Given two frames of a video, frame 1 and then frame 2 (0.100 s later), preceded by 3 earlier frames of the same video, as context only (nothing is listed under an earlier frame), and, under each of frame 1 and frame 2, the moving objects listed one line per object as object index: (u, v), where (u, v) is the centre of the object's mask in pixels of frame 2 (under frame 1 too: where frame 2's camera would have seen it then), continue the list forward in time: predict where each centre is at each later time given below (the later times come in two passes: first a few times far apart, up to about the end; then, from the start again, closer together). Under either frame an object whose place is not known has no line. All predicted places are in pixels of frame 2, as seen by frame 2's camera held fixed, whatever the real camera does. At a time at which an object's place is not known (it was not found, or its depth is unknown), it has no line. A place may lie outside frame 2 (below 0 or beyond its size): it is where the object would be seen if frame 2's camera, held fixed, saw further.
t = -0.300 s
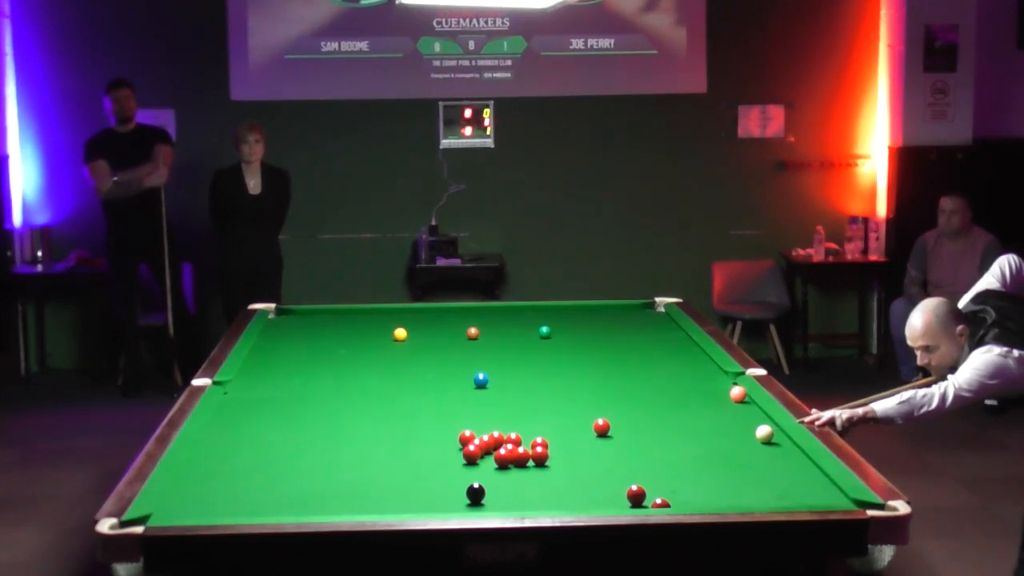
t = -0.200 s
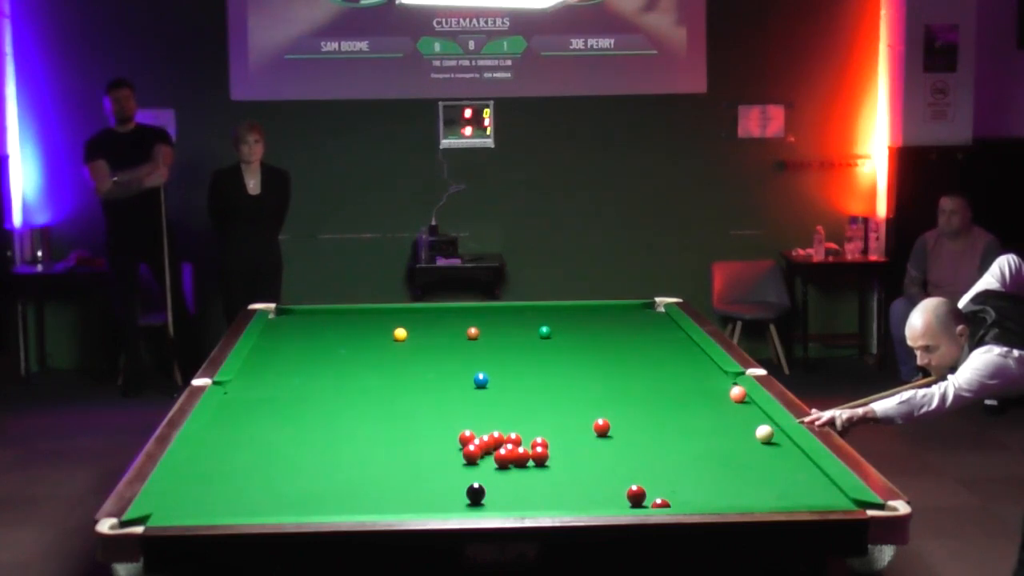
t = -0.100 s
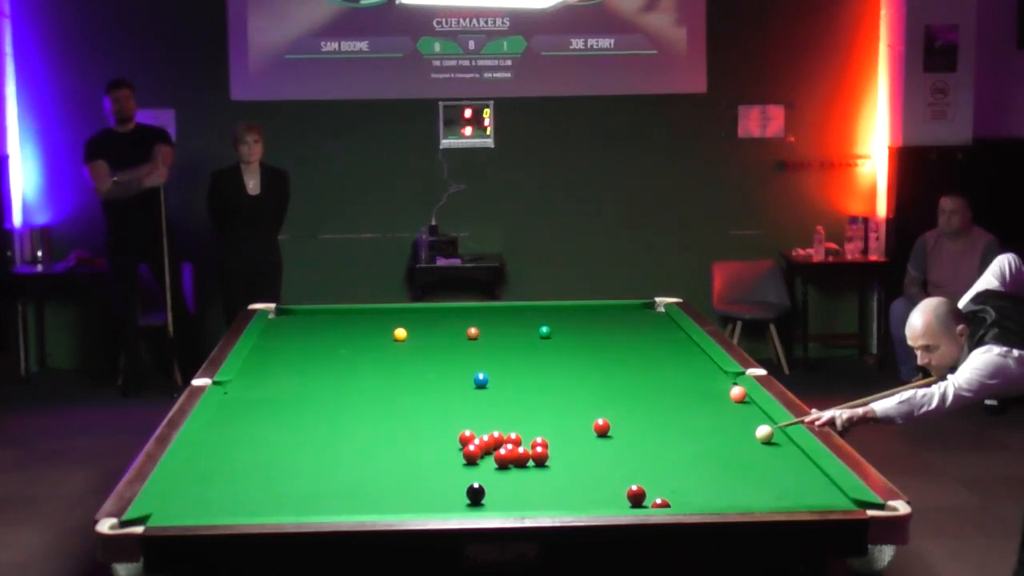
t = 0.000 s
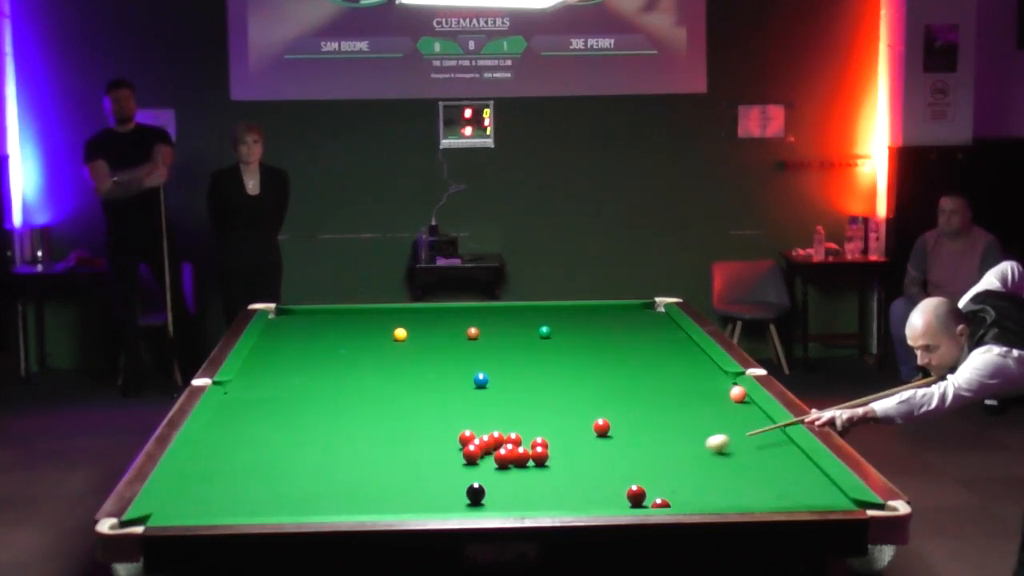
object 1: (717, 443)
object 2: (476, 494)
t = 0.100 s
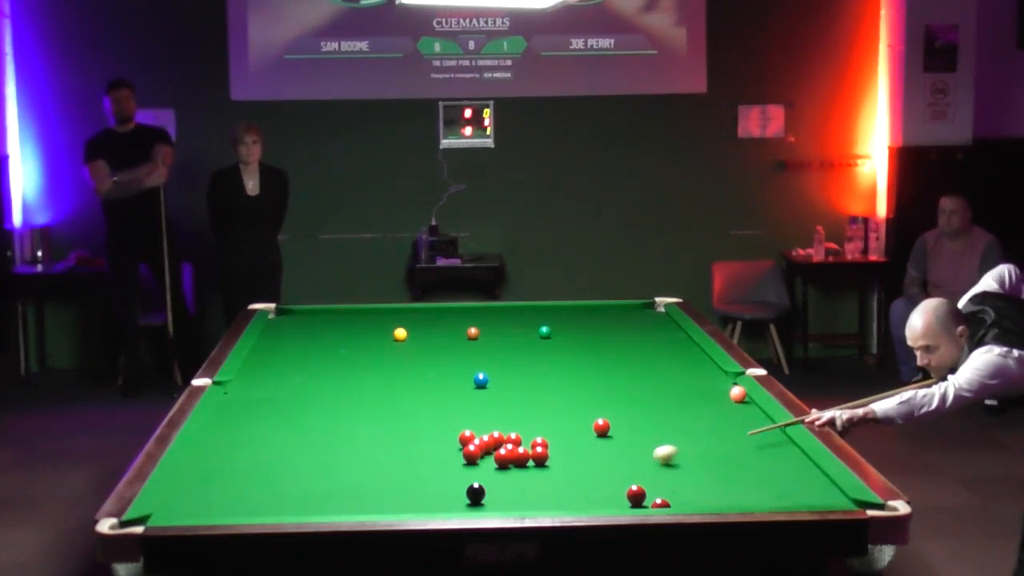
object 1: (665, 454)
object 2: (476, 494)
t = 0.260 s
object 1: (575, 474)
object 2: (476, 494)
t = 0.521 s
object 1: (497, 500)
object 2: (393, 501)
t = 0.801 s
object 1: (473, 503)
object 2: (245, 510)
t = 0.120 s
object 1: (654, 456)
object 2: (476, 494)
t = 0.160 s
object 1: (632, 461)
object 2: (476, 493)
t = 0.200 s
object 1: (610, 466)
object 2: (475, 493)
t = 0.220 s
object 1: (599, 468)
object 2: (476, 494)
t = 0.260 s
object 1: (575, 474)
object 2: (476, 494)
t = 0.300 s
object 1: (552, 479)
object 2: (476, 493)
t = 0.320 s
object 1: (539, 481)
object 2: (475, 493)
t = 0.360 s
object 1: (516, 487)
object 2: (476, 493)
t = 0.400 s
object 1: (495, 492)
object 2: (470, 493)
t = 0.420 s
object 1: (496, 493)
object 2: (456, 494)
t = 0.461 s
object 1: (497, 496)
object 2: (431, 497)
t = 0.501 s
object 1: (497, 499)
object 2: (406, 499)
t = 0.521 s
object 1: (497, 500)
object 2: (393, 501)
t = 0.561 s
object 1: (495, 502)
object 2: (370, 502)
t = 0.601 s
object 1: (492, 504)
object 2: (347, 503)
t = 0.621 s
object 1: (490, 505)
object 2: (336, 504)
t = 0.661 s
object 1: (486, 507)
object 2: (314, 506)
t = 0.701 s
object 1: (482, 507)
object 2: (294, 507)
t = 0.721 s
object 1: (480, 506)
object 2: (285, 507)
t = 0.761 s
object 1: (476, 505)
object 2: (265, 509)
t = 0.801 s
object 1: (473, 503)
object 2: (245, 510)
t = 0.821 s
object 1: (471, 503)
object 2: (236, 511)
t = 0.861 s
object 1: (468, 502)
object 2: (216, 512)
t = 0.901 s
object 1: (464, 501)
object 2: (196, 513)
